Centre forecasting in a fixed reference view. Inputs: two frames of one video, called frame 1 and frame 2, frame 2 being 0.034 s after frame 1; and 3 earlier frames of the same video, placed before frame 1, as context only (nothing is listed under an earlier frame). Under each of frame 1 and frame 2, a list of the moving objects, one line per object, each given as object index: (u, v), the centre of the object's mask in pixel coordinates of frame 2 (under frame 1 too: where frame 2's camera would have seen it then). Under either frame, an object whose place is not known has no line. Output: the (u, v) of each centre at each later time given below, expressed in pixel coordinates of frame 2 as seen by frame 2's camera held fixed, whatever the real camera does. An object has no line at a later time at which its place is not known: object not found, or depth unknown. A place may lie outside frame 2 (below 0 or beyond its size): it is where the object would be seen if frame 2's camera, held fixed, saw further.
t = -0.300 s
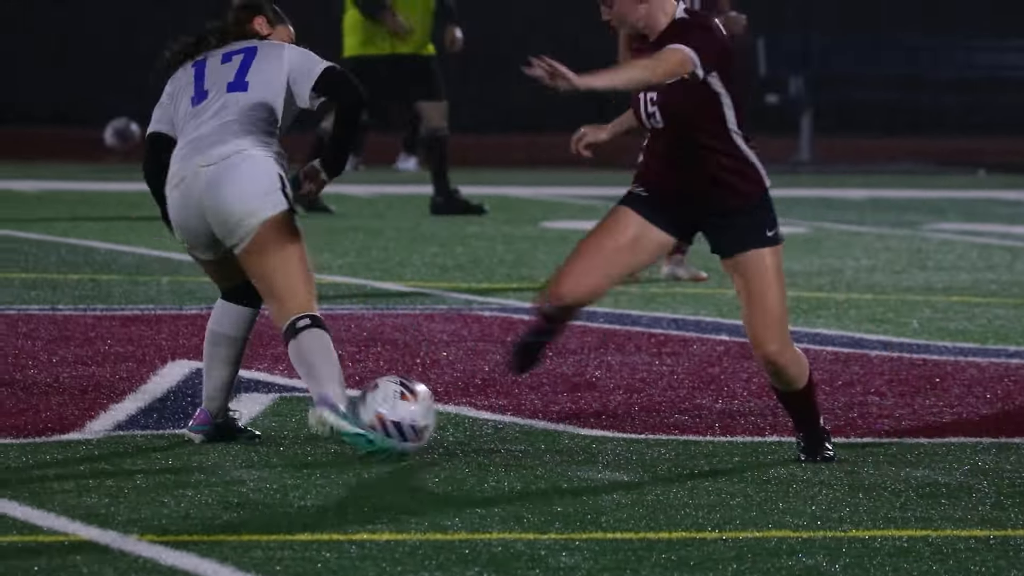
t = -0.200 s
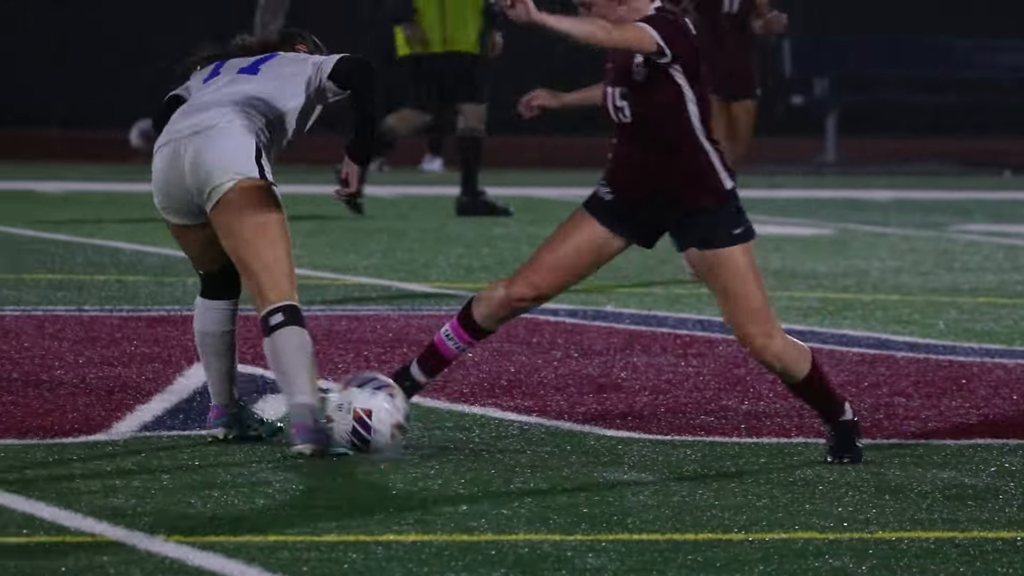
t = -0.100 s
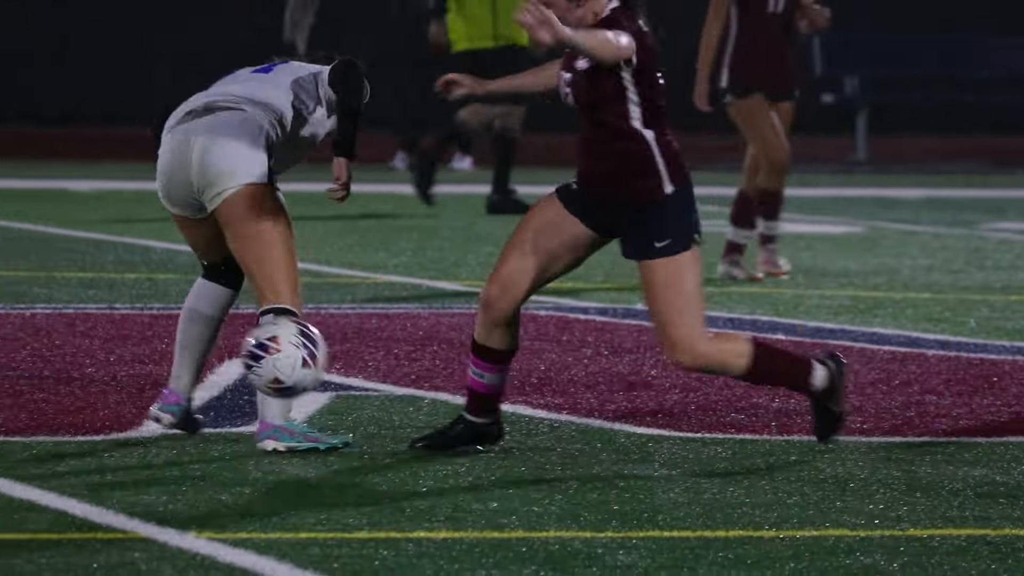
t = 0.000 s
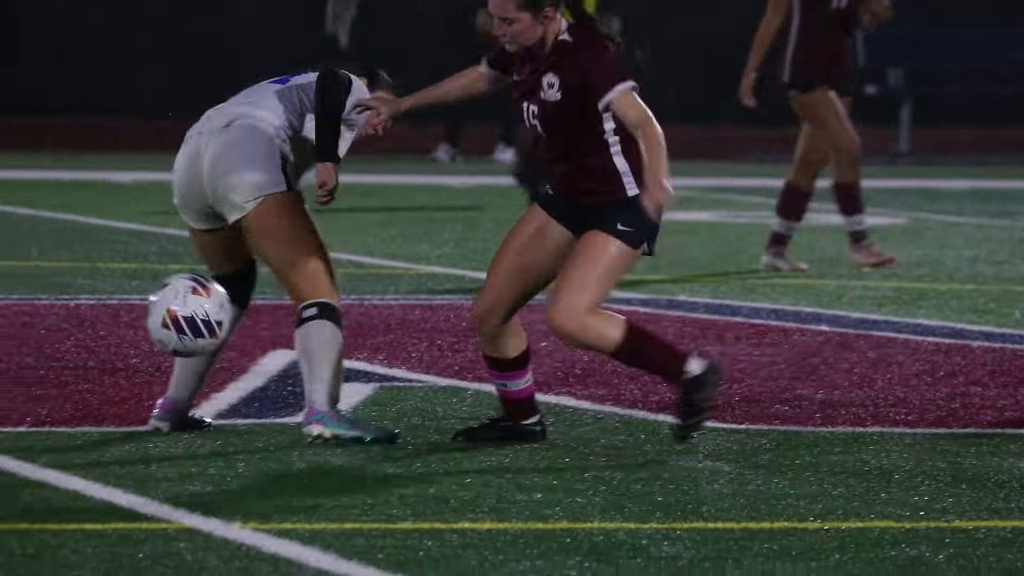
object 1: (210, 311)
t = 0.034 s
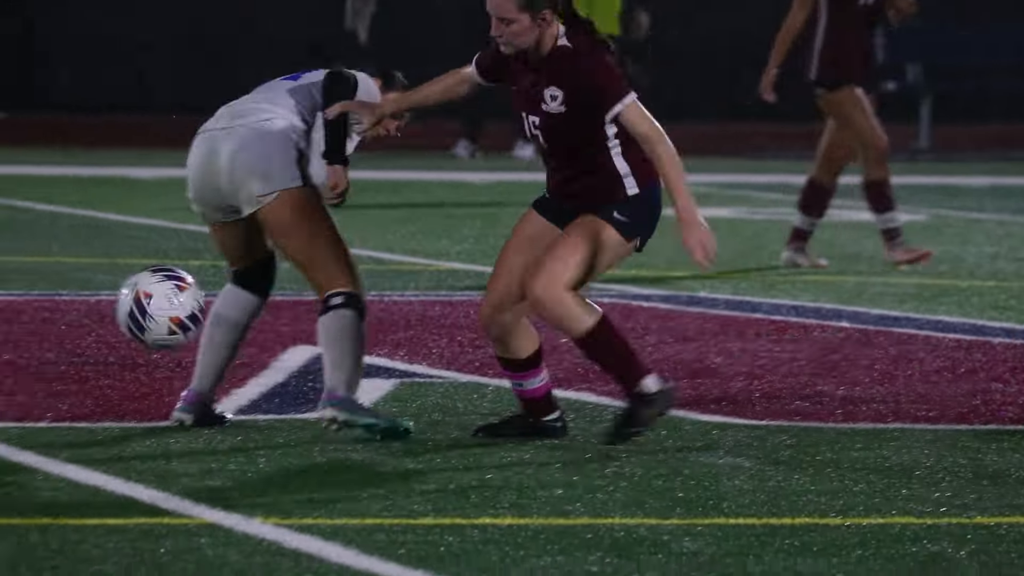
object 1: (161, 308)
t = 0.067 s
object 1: (111, 309)
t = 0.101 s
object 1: (63, 314)
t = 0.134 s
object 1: (13, 323)
